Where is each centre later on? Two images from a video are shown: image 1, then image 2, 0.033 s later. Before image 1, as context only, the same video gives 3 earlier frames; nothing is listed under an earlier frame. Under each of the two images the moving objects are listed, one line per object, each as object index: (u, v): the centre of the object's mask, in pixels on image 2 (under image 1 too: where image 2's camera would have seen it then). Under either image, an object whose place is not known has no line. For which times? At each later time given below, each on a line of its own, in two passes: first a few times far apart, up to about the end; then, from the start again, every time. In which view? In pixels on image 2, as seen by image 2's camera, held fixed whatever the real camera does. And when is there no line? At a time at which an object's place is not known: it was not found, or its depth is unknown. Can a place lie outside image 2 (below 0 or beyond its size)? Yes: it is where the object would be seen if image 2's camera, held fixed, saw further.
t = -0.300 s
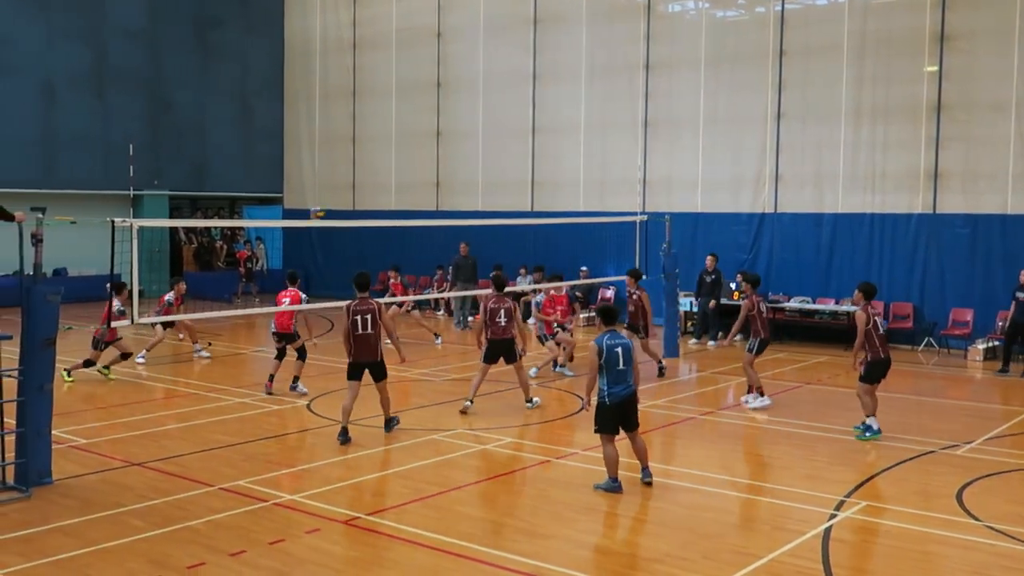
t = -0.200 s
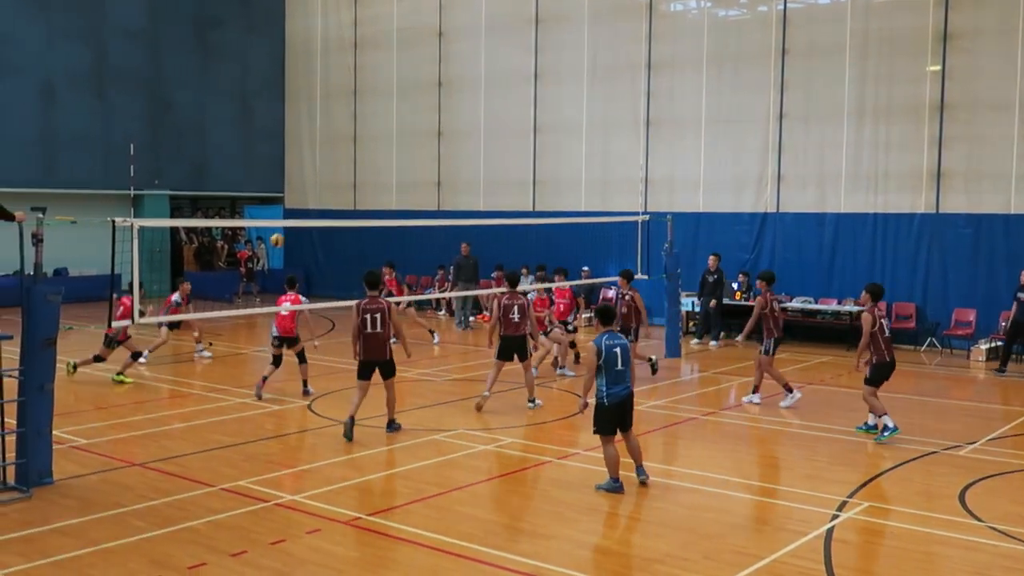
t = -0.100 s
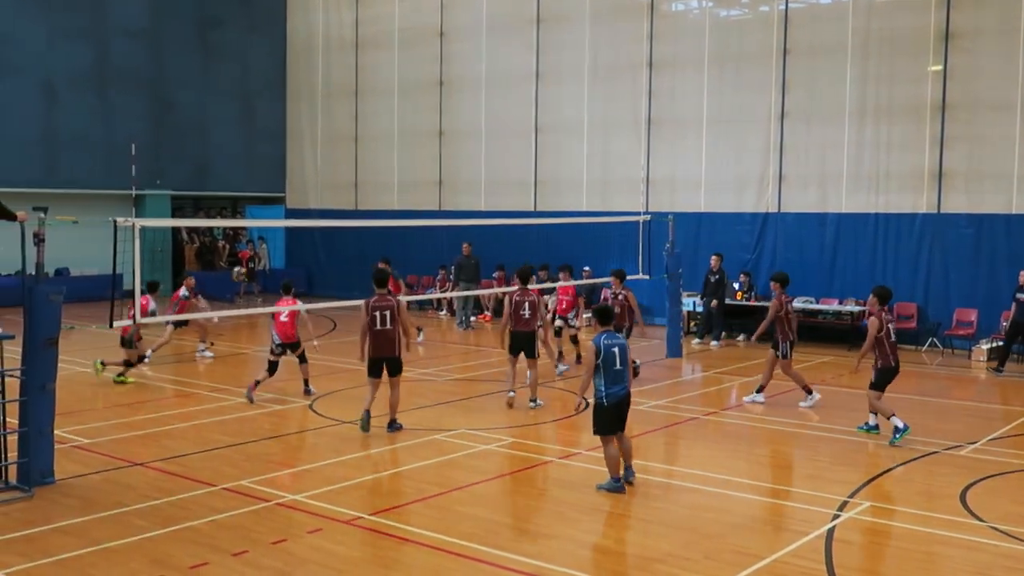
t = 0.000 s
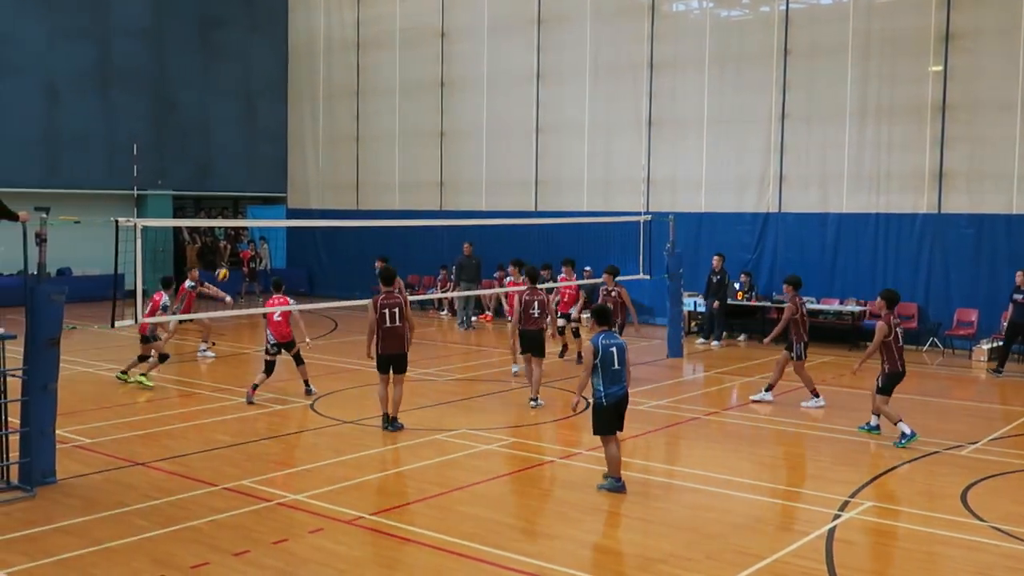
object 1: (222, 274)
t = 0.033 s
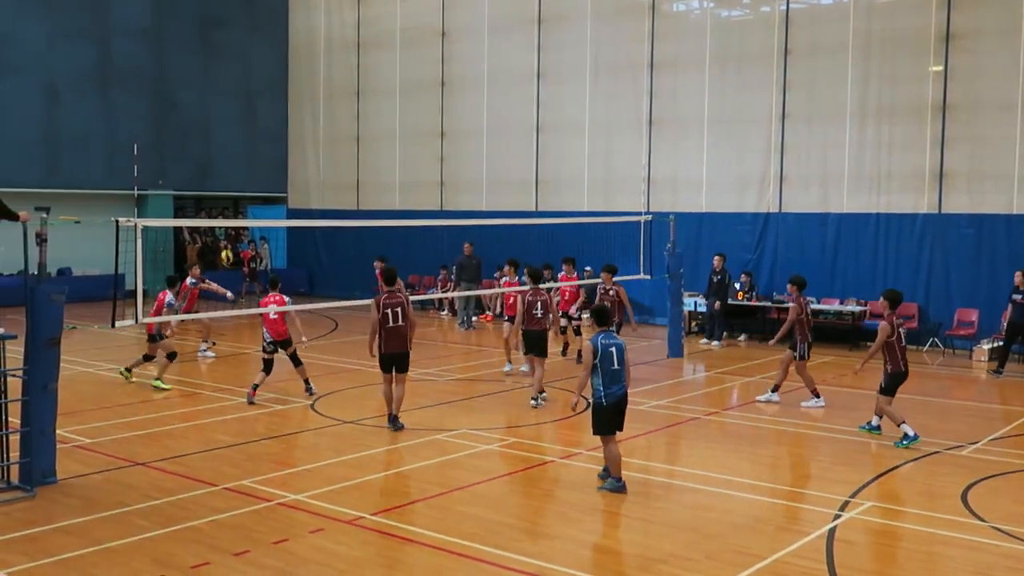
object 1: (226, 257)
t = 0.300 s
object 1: (258, 140)
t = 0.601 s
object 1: (290, 63)
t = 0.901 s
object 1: (324, 40)
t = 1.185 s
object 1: (356, 69)
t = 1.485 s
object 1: (389, 152)
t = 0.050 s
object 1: (227, 250)
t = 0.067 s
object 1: (230, 238)
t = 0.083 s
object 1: (232, 232)
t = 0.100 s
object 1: (234, 218)
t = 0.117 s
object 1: (236, 214)
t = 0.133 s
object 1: (237, 209)
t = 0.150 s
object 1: (240, 201)
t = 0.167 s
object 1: (242, 194)
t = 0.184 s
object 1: (244, 186)
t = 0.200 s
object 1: (247, 179)
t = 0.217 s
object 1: (248, 172)
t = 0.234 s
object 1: (250, 165)
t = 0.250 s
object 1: (251, 159)
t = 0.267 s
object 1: (253, 153)
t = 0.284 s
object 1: (256, 147)
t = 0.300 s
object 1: (258, 140)
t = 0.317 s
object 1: (259, 134)
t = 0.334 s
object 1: (261, 129)
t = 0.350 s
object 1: (263, 124)
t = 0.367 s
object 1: (264, 119)
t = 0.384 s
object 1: (266, 113)
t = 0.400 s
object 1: (268, 108)
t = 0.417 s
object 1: (270, 104)
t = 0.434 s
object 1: (272, 99)
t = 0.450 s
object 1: (274, 94)
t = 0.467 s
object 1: (275, 90)
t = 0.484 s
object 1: (277, 86)
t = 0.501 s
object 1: (279, 83)
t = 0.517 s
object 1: (281, 79)
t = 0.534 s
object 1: (283, 75)
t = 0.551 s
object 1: (284, 71)
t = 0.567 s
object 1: (286, 69)
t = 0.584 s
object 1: (288, 66)
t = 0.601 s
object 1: (290, 63)
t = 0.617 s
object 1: (293, 60)
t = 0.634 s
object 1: (294, 57)
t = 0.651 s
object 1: (296, 55)
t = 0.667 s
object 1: (298, 53)
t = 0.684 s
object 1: (300, 51)
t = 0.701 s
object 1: (301, 48)
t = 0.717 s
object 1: (303, 47)
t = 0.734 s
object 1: (305, 45)
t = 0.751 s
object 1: (307, 44)
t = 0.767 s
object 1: (308, 43)
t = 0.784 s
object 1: (310, 42)
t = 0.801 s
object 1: (312, 41)
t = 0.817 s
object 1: (314, 40)
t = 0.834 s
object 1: (316, 40)
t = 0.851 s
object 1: (318, 40)
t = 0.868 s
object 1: (320, 39)
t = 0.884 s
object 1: (322, 39)
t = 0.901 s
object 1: (324, 40)
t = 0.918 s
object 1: (326, 40)
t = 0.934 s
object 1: (328, 41)
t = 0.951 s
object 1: (329, 41)
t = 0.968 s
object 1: (331, 42)
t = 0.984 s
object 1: (333, 42)
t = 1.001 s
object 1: (335, 44)
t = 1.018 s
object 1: (336, 45)
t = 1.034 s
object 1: (339, 47)
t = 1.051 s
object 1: (340, 48)
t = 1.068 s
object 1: (342, 50)
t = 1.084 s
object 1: (344, 52)
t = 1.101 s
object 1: (346, 55)
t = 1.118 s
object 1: (348, 57)
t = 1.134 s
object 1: (349, 59)
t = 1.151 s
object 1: (352, 63)
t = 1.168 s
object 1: (354, 66)
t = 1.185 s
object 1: (356, 69)
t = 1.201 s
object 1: (358, 72)
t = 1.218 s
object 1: (359, 75)
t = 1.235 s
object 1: (361, 79)
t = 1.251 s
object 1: (362, 82)
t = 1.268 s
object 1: (364, 86)
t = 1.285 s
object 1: (366, 90)
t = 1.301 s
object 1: (368, 94)
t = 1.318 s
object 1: (370, 99)
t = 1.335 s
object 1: (372, 104)
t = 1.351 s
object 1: (375, 109)
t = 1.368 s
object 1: (376, 113)
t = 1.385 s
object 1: (378, 119)
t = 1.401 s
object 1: (380, 124)
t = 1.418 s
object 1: (382, 129)
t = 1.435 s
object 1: (384, 136)
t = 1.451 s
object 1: (387, 141)
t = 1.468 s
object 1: (387, 146)
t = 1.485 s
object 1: (389, 152)
